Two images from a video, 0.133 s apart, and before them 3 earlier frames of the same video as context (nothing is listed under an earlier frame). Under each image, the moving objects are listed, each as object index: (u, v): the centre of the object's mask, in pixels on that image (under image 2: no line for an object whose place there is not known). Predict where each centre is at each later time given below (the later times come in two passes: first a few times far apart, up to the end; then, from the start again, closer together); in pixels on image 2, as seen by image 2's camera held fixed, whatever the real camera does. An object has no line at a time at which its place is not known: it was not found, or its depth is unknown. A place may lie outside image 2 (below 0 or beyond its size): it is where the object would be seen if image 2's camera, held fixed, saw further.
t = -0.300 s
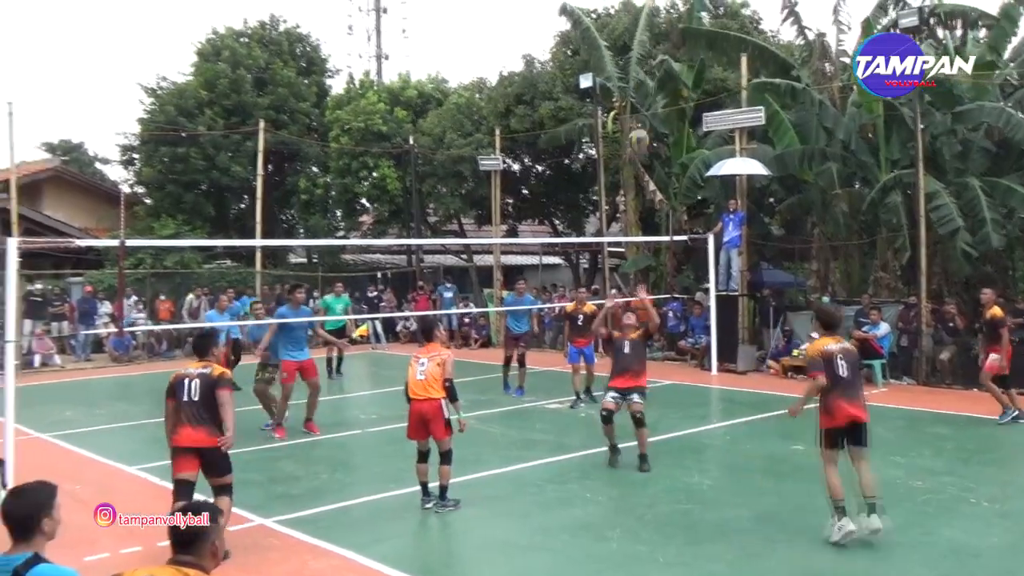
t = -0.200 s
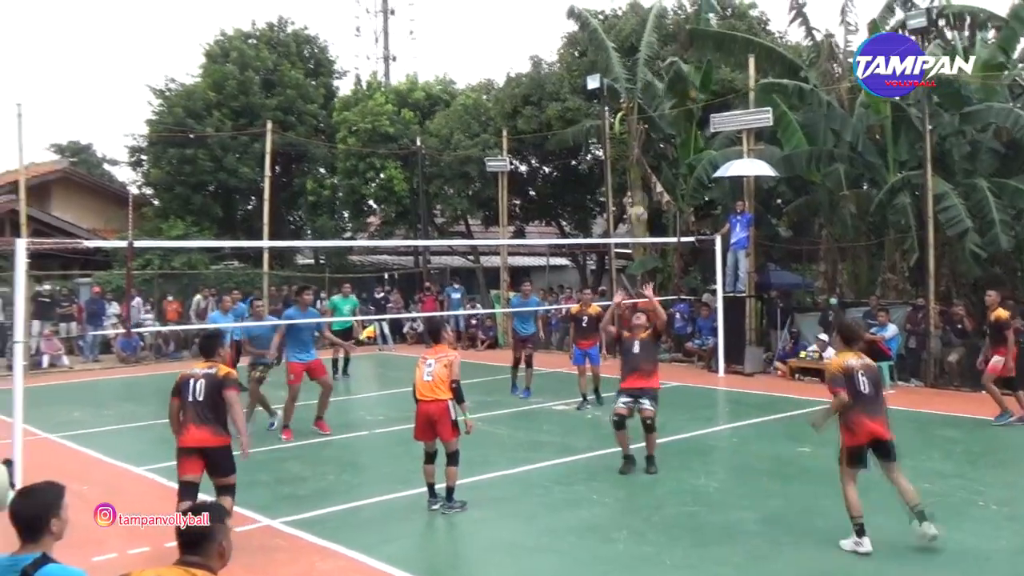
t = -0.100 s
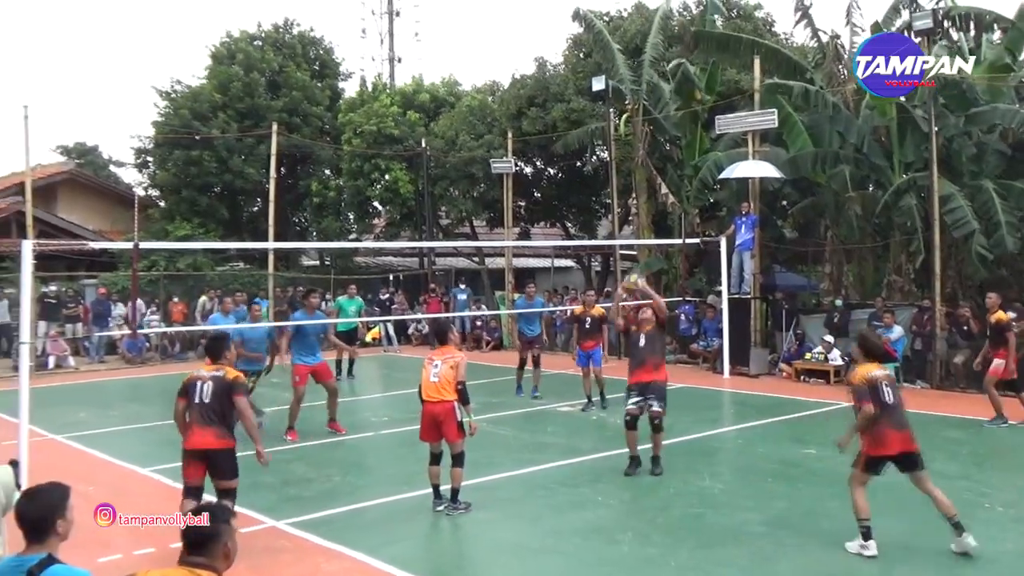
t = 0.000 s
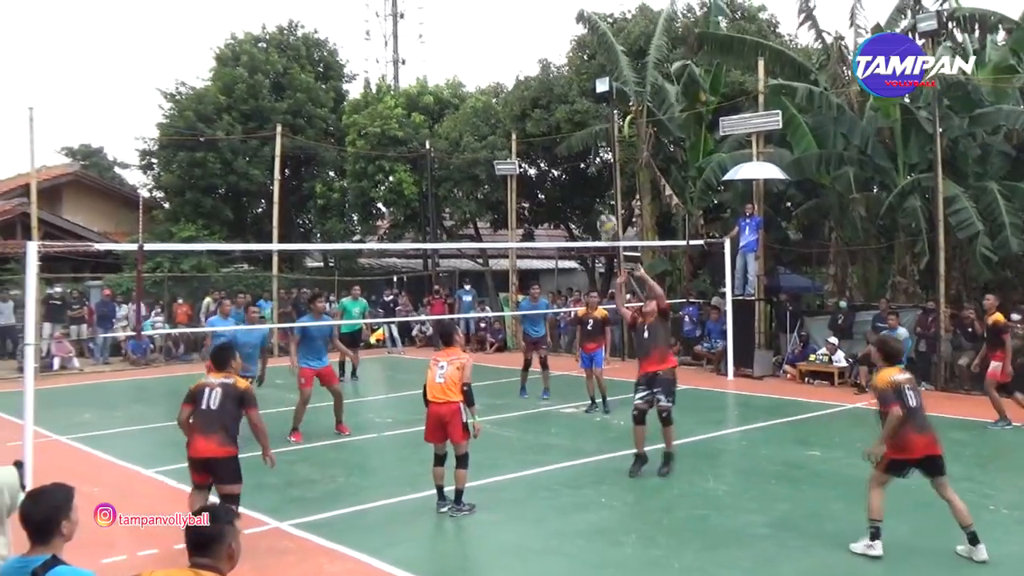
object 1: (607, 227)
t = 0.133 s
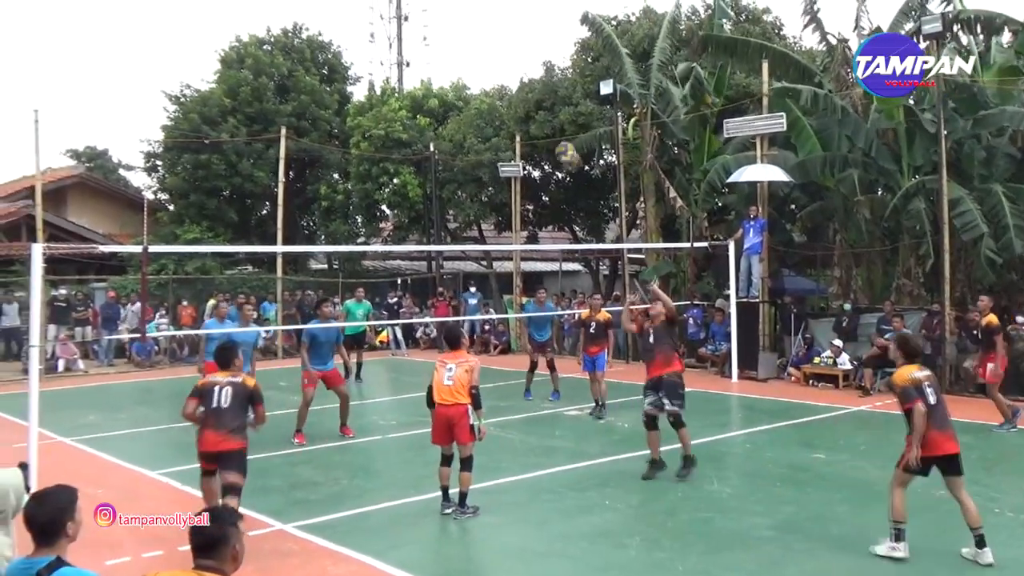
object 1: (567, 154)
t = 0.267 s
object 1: (523, 102)
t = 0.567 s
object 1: (422, 45)
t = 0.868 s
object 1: (327, 75)
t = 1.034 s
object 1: (275, 131)
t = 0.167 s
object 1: (558, 142)
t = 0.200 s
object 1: (545, 126)
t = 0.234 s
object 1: (534, 114)
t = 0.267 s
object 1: (523, 102)
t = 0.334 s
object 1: (499, 82)
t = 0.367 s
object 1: (489, 73)
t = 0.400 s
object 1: (477, 65)
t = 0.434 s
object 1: (466, 59)
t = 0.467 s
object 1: (454, 53)
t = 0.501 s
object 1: (444, 49)
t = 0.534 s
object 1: (432, 46)
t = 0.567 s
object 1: (422, 45)
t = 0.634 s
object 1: (402, 44)
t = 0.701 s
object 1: (379, 48)
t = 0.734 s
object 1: (367, 52)
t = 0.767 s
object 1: (355, 57)
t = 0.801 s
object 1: (348, 62)
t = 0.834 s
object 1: (336, 68)
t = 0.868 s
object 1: (327, 75)
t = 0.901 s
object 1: (315, 86)
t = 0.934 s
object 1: (304, 98)
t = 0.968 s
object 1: (296, 106)
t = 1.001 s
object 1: (284, 120)
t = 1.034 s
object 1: (275, 131)
